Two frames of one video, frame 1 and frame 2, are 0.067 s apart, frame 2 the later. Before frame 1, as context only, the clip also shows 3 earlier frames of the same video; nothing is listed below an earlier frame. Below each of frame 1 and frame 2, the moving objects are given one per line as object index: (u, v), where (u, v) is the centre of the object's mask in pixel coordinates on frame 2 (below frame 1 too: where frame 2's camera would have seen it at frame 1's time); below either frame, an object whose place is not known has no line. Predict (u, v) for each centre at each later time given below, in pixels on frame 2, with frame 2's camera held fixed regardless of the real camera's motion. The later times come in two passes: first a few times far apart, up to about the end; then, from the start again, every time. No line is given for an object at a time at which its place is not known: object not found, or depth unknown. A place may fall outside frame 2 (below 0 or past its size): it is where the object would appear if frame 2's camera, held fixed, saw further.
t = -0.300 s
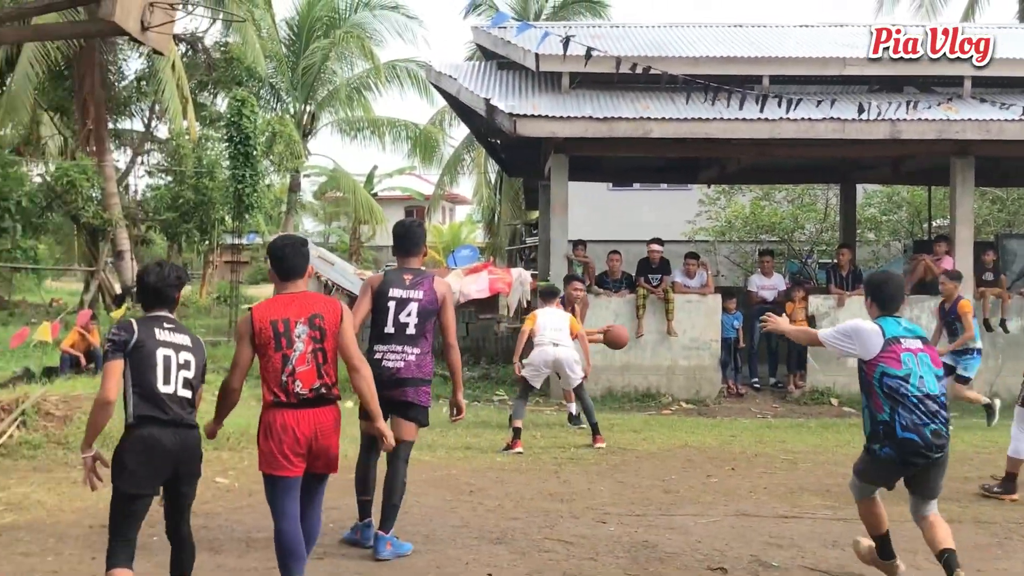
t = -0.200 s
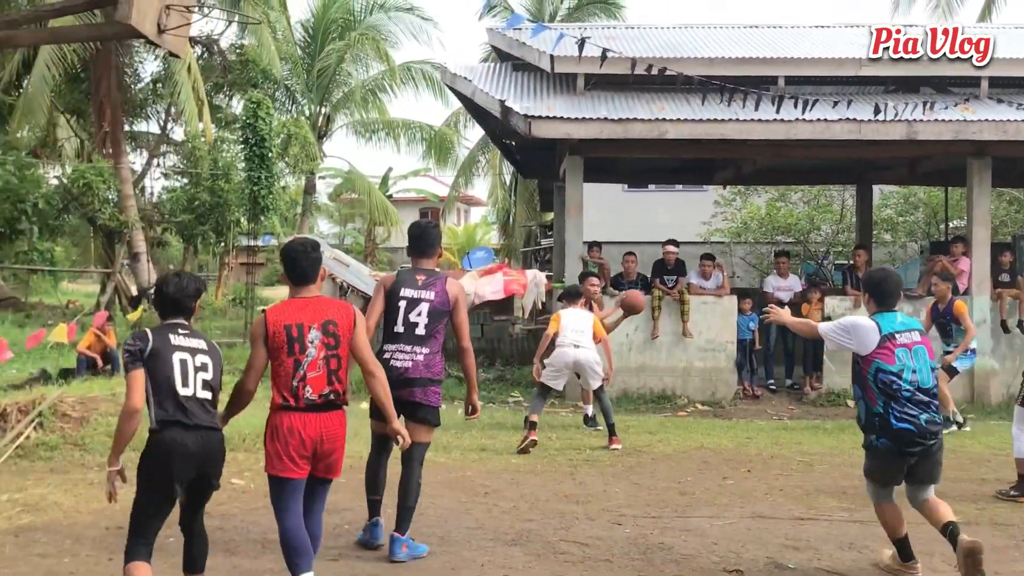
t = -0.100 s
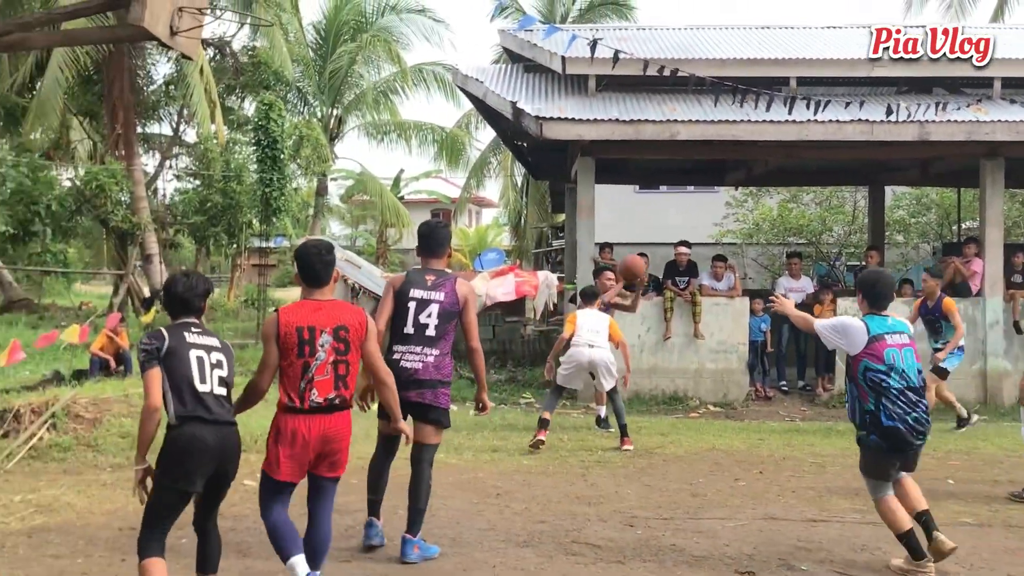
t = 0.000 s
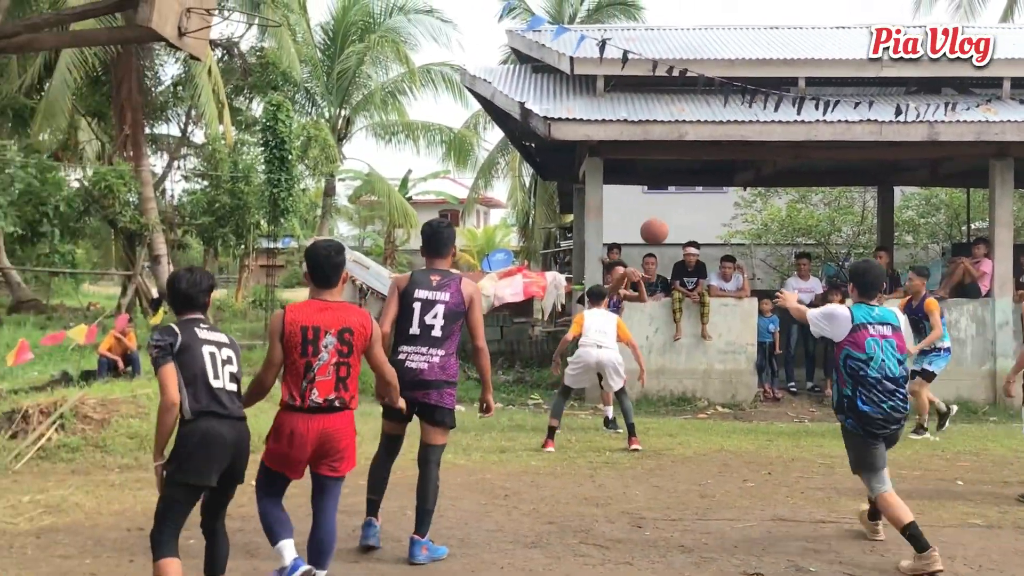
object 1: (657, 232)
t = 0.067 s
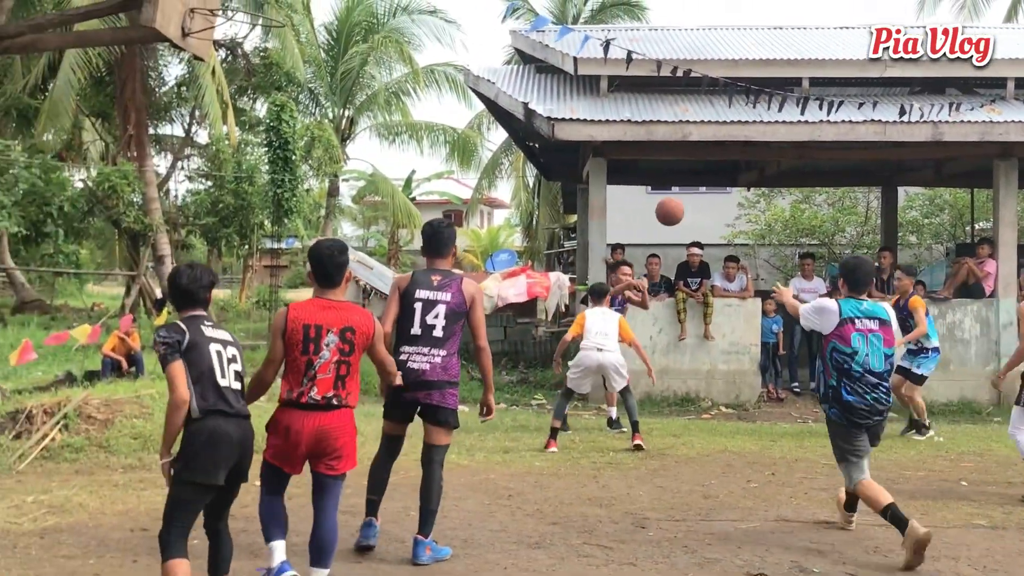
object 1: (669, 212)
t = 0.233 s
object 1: (703, 179)
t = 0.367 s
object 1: (734, 177)
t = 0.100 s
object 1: (676, 203)
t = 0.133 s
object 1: (682, 195)
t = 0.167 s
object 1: (689, 189)
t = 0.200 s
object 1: (696, 184)
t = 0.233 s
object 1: (703, 179)
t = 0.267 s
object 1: (710, 177)
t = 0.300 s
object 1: (718, 176)
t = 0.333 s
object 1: (726, 175)
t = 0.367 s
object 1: (734, 177)
